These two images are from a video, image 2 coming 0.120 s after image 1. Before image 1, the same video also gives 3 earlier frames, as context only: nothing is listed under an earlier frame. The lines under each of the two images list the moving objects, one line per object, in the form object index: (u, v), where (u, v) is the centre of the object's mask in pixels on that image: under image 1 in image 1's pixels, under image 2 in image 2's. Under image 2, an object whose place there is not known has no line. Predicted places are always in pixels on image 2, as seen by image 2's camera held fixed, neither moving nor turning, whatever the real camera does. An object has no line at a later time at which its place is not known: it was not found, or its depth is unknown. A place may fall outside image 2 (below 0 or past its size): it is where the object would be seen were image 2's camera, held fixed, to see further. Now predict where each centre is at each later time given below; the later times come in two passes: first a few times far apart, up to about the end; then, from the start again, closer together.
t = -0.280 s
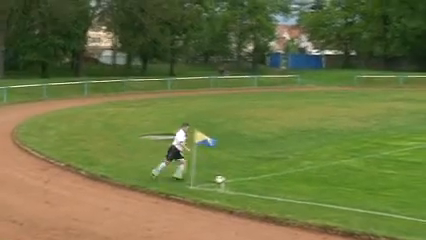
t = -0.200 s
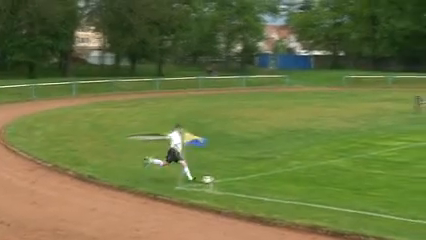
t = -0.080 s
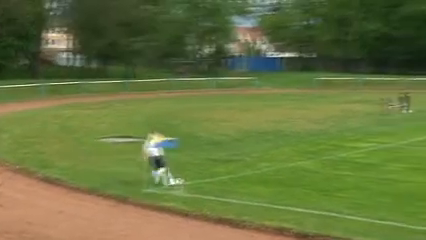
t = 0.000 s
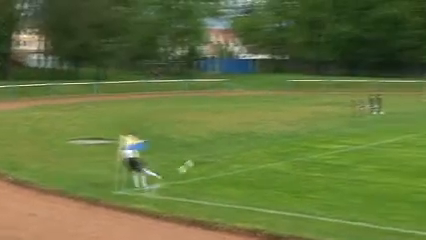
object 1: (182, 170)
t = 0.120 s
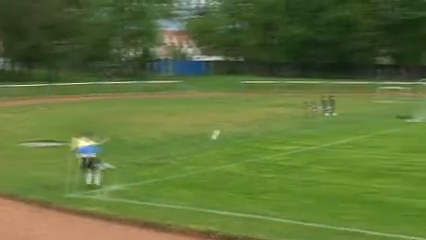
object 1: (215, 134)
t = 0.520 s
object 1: (370, 77)
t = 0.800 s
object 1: (430, 65)
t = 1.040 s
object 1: (463, 69)
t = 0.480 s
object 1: (360, 79)
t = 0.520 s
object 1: (370, 77)
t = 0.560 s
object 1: (381, 74)
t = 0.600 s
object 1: (390, 72)
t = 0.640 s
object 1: (399, 69)
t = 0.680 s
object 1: (408, 68)
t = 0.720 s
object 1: (416, 67)
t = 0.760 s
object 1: (423, 66)
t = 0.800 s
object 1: (430, 65)
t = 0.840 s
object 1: (436, 65)
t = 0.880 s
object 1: (442, 65)
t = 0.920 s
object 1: (447, 66)
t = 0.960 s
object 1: (453, 67)
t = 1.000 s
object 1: (458, 68)
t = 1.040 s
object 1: (463, 69)
